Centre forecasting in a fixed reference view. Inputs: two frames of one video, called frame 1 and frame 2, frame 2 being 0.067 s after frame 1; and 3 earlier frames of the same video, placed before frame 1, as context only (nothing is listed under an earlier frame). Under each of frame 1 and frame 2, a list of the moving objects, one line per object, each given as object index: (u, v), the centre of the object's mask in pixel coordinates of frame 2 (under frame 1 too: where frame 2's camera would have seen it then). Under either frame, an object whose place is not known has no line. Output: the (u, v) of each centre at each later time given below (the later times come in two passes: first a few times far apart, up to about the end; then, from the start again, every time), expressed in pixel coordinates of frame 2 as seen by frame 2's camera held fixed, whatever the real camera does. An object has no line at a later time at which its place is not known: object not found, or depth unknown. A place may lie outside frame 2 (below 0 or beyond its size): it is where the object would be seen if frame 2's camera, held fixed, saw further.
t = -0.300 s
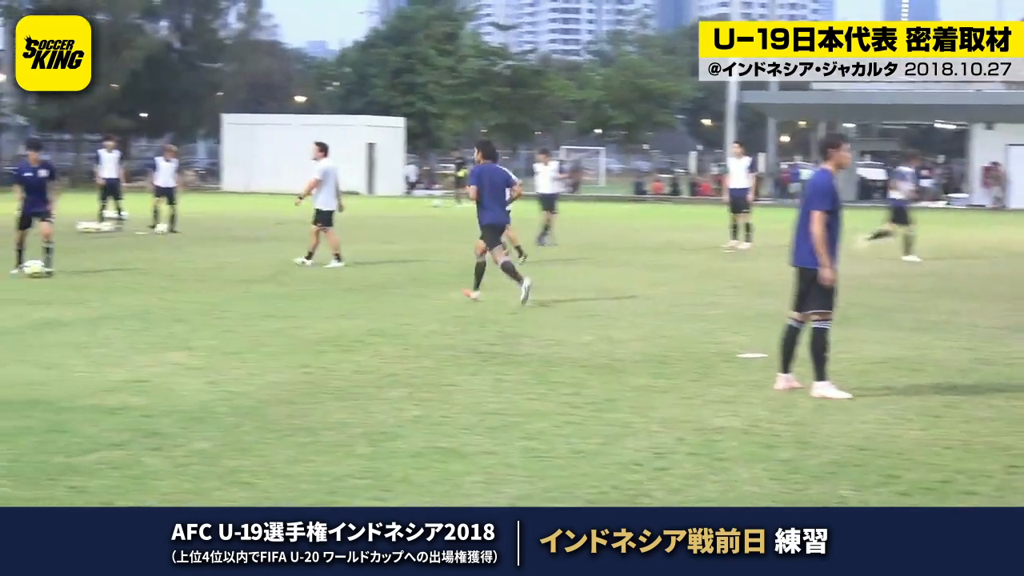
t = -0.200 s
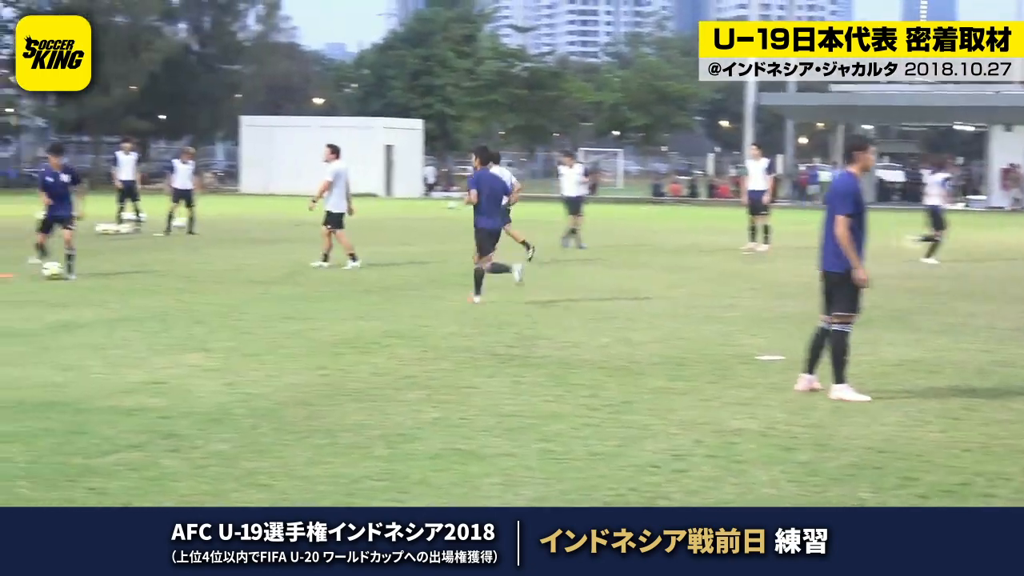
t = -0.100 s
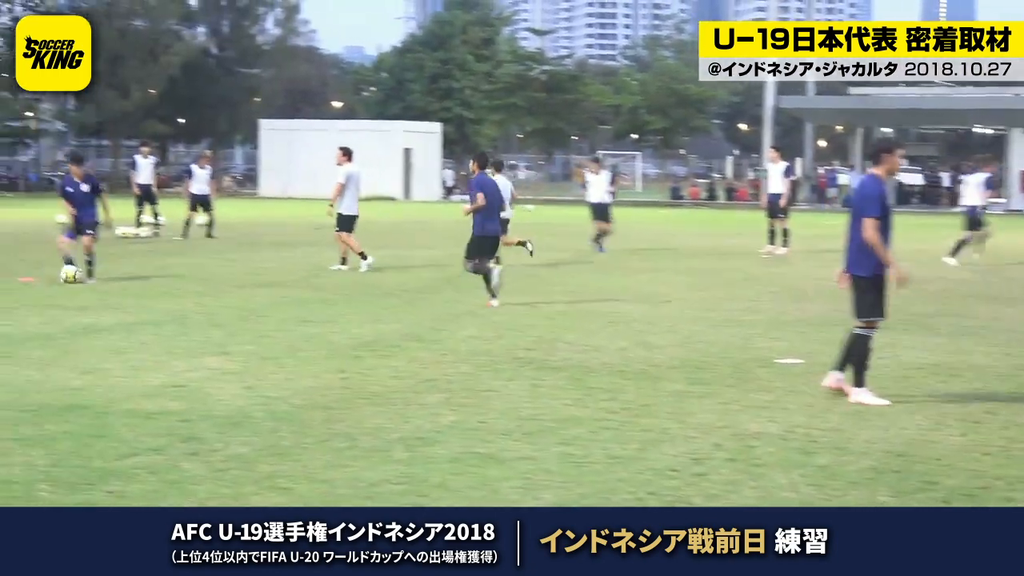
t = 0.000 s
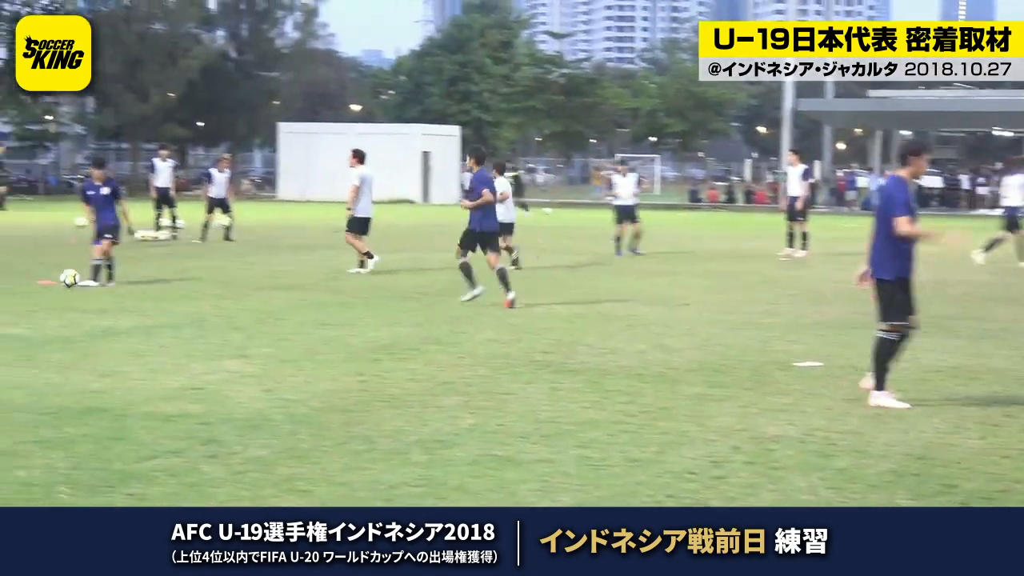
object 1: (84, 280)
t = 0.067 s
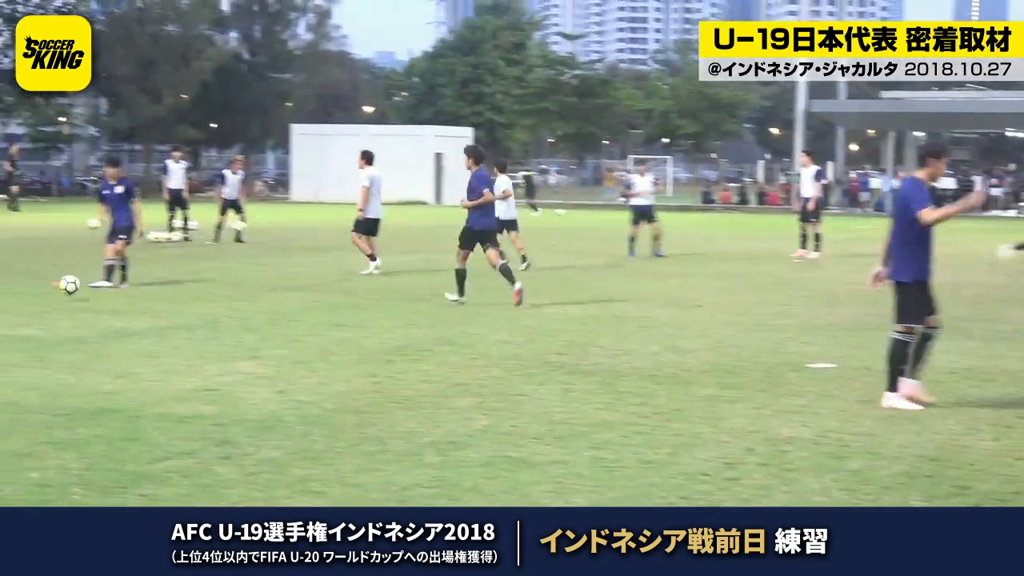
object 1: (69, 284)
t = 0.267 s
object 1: (21, 304)
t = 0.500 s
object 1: (-46, 330)
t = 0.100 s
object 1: (61, 287)
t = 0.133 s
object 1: (54, 293)
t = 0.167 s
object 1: (46, 297)
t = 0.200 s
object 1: (37, 301)
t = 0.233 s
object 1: (29, 302)
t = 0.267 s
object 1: (21, 304)
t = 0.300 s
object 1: (12, 306)
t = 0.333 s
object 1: (2, 310)
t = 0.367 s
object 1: (-8, 314)
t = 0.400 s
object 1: (-17, 320)
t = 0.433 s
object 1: (-26, 324)
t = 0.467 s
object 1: (-36, 326)
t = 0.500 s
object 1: (-46, 330)
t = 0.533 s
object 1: (-57, 334)
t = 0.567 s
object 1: (-68, 338)
